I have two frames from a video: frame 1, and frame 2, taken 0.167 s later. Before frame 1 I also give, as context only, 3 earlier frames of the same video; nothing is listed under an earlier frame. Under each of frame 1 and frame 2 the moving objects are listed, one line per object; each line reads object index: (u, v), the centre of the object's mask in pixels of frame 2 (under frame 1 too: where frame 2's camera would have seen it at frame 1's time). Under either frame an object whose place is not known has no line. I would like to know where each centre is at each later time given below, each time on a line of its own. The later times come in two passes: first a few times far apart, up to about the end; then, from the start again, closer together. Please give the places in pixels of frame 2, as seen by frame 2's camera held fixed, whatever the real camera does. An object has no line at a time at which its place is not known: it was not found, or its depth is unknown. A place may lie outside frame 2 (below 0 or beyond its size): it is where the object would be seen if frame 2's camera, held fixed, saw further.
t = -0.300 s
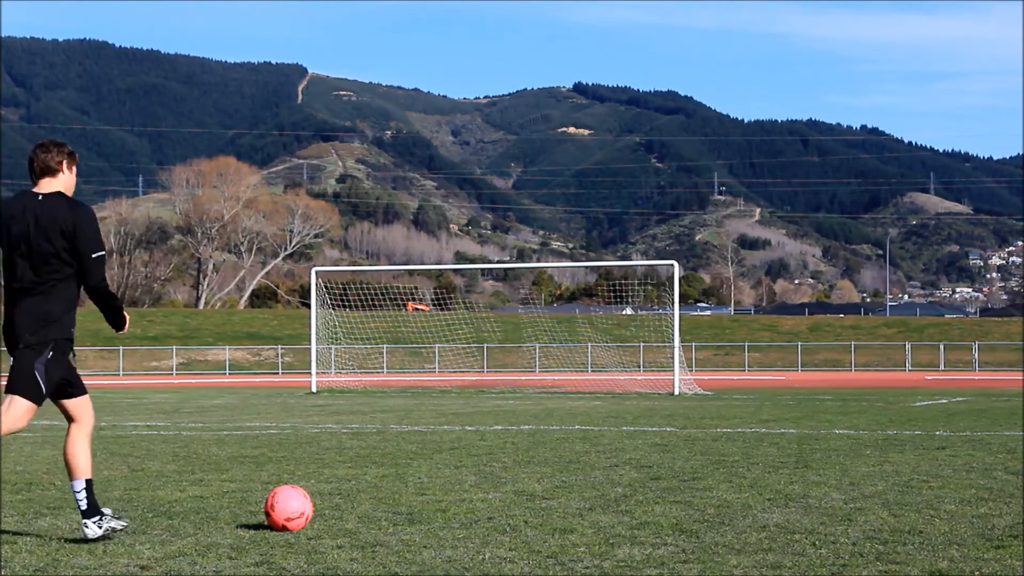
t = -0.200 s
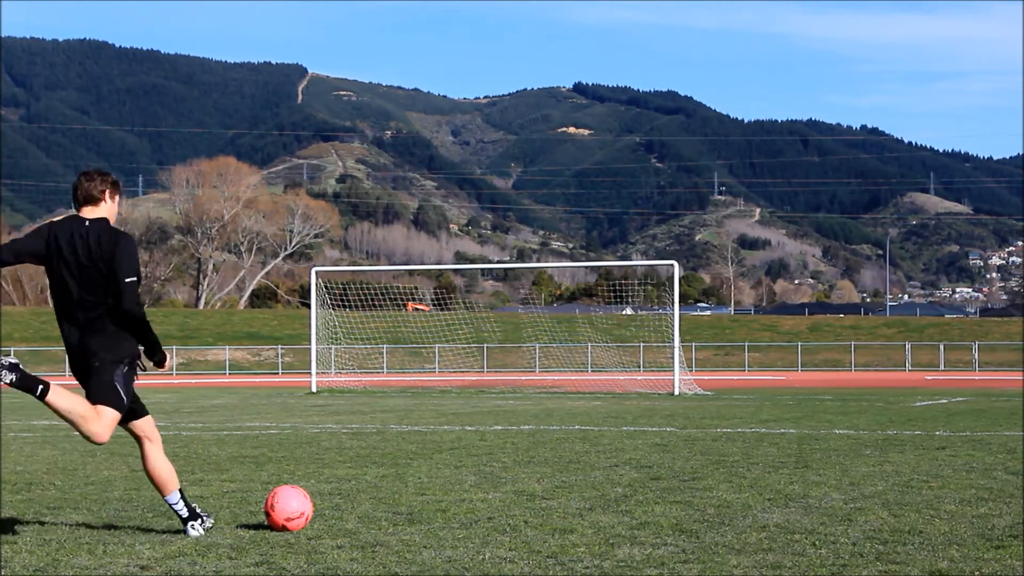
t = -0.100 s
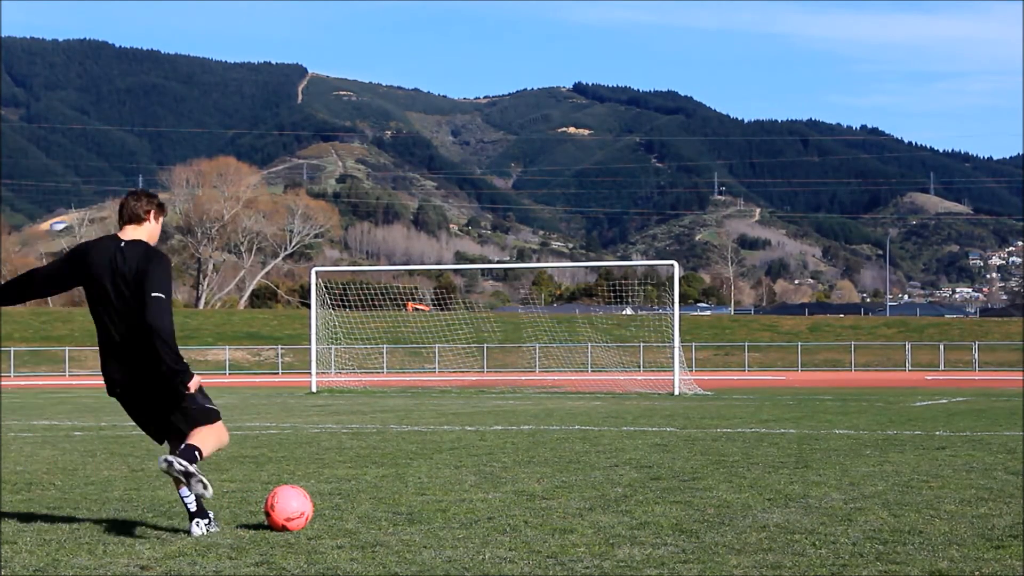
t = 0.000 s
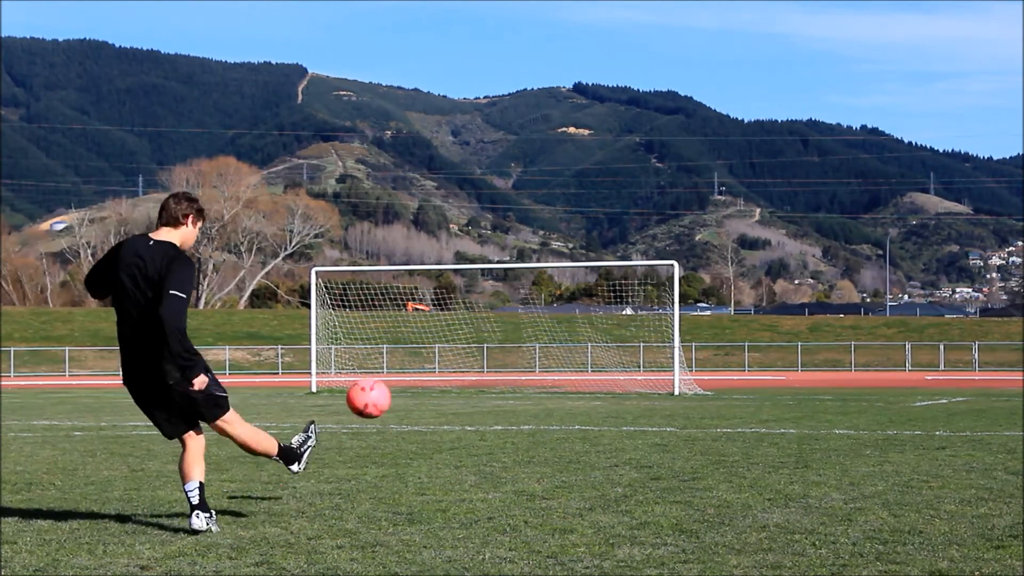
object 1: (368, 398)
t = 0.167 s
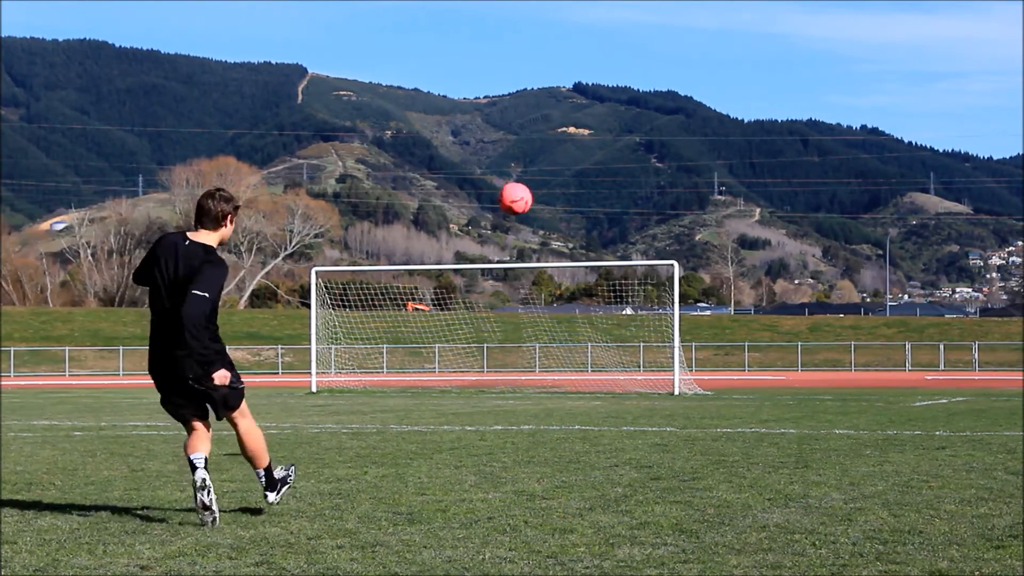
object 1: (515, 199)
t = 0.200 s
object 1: (535, 172)
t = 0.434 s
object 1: (623, 65)
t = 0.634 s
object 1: (659, 37)
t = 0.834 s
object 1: (674, 45)
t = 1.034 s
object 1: (677, 78)
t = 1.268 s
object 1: (673, 136)
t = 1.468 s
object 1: (664, 198)
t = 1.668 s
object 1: (652, 267)
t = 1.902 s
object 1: (637, 354)
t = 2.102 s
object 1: (632, 381)
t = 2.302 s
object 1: (635, 376)
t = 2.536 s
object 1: (637, 385)
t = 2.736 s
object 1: (635, 387)
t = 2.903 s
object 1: (633, 388)
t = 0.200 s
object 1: (535, 172)
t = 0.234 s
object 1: (552, 150)
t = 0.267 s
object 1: (567, 130)
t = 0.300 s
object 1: (581, 113)
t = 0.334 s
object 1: (594, 98)
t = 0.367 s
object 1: (605, 85)
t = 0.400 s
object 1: (615, 74)
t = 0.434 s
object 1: (623, 65)
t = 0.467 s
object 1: (631, 57)
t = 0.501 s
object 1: (638, 51)
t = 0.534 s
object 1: (644, 45)
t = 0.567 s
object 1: (650, 42)
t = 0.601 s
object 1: (654, 39)
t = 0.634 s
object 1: (659, 37)
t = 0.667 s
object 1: (662, 37)
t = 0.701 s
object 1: (665, 37)
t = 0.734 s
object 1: (668, 38)
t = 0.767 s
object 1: (670, 40)
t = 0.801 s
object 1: (672, 42)
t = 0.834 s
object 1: (674, 45)
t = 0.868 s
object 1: (675, 49)
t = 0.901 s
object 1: (675, 54)
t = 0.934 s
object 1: (676, 60)
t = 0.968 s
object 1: (676, 65)
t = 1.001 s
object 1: (677, 72)
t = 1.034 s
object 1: (677, 78)
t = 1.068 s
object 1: (677, 85)
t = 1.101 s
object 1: (677, 93)
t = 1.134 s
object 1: (676, 100)
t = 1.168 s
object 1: (675, 109)
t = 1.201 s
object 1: (675, 118)
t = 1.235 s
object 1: (674, 126)
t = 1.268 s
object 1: (673, 136)
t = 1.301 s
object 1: (671, 145)
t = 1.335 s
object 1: (670, 155)
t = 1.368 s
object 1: (669, 165)
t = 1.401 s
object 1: (667, 176)
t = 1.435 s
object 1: (666, 186)
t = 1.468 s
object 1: (664, 198)
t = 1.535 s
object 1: (660, 220)
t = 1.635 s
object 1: (654, 254)
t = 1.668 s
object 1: (652, 267)
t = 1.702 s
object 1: (650, 279)
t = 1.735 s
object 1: (648, 292)
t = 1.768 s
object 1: (646, 304)
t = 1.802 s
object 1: (643, 317)
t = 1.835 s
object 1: (641, 330)
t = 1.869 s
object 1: (639, 342)
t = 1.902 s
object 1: (637, 354)
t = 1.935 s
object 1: (635, 364)
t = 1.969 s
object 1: (633, 372)
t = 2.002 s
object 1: (634, 380)
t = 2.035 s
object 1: (633, 388)
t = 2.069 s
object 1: (632, 386)
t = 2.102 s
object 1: (632, 381)
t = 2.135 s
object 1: (632, 376)
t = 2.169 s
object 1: (632, 373)
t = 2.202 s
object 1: (633, 372)
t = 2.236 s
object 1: (634, 372)
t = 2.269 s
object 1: (634, 374)
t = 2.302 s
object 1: (635, 376)
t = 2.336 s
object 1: (635, 379)
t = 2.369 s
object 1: (635, 382)
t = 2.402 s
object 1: (636, 386)
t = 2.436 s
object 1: (637, 389)
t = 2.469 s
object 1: (637, 387)
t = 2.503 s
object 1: (638, 385)
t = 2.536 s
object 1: (637, 385)
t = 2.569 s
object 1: (637, 385)
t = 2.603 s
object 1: (637, 386)
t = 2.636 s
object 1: (636, 388)
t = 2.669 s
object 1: (636, 388)
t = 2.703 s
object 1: (635, 387)
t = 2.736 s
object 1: (635, 387)
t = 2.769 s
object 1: (634, 388)
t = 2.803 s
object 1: (634, 388)
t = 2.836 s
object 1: (634, 388)
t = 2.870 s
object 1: (634, 388)
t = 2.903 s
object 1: (633, 388)
